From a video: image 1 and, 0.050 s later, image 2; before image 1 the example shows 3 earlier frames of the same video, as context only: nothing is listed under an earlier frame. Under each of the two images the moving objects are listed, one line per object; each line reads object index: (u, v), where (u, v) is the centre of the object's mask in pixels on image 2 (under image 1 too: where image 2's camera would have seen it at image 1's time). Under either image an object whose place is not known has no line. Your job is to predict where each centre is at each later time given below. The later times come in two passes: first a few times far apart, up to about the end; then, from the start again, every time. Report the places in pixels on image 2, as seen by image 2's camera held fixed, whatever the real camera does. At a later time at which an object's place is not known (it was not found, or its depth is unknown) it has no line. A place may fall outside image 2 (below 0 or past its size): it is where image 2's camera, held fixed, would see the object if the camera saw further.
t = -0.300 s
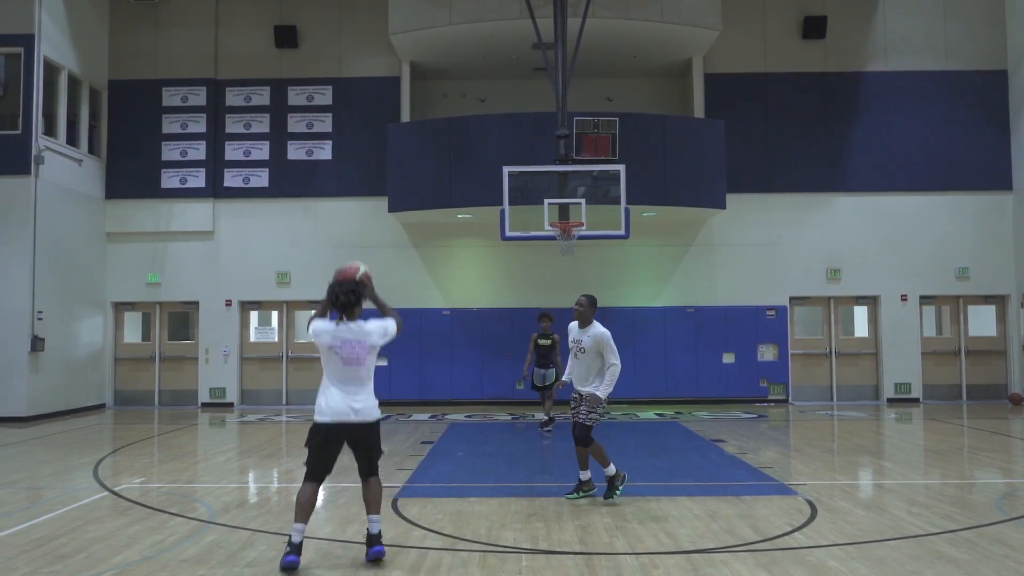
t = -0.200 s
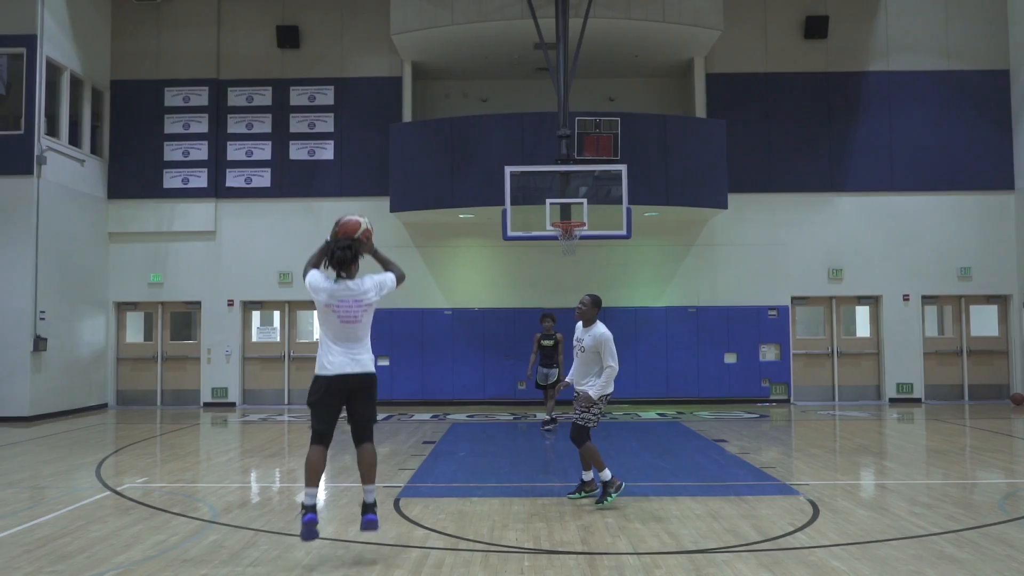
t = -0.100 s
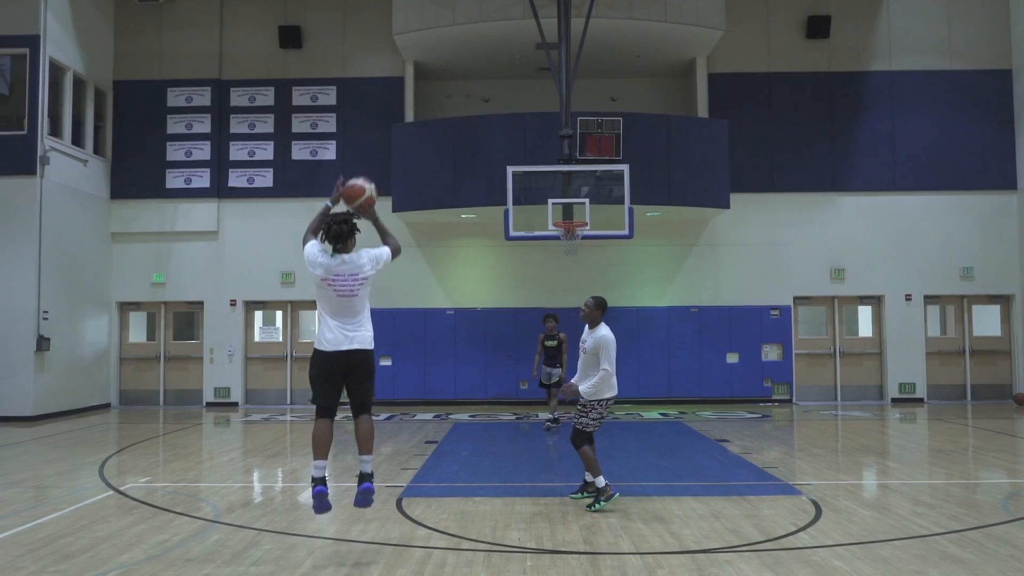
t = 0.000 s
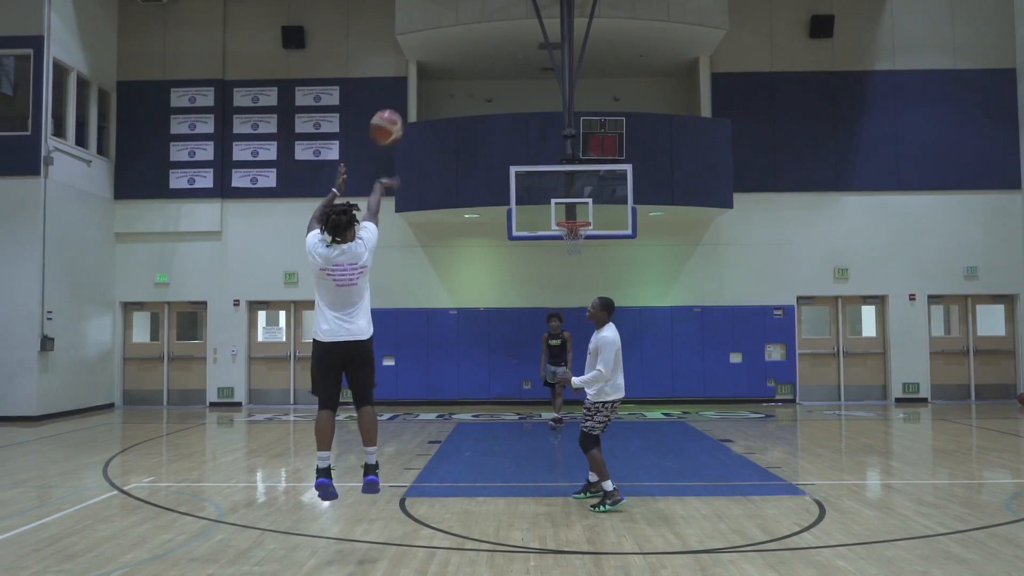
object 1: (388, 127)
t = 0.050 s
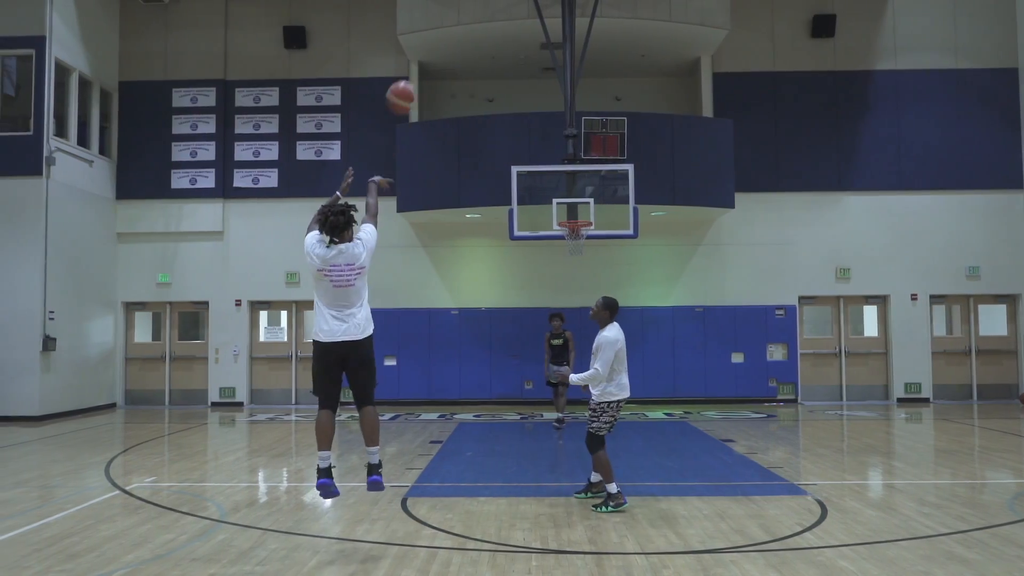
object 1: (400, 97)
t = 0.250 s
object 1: (450, 25)
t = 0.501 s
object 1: (492, 10)
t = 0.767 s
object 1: (526, 50)
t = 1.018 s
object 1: (551, 125)
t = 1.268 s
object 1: (571, 226)
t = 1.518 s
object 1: (587, 273)
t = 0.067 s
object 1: (406, 89)
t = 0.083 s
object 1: (411, 80)
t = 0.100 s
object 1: (416, 72)
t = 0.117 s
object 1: (420, 65)
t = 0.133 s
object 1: (424, 59)
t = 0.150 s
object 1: (428, 53)
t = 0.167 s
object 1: (432, 47)
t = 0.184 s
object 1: (436, 42)
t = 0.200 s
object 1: (440, 37)
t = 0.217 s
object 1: (443, 33)
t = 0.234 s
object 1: (446, 29)
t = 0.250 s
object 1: (450, 25)
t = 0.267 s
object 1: (454, 22)
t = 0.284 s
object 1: (457, 19)
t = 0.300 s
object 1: (460, 16)
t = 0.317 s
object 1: (463, 14)
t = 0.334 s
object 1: (467, 13)
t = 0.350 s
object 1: (469, 12)
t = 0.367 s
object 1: (471, 11)
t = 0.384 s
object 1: (474, 10)
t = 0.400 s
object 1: (476, 10)
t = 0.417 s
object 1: (479, 10)
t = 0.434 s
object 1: (482, 10)
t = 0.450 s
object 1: (485, 10)
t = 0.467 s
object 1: (487, 10)
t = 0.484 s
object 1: (490, 10)
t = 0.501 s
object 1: (492, 10)
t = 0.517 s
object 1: (494, 11)
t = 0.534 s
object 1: (497, 12)
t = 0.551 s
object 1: (499, 13)
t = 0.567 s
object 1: (501, 15)
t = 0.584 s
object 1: (503, 17)
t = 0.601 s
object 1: (505, 19)
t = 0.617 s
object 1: (508, 21)
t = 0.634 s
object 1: (510, 24)
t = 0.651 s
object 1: (513, 26)
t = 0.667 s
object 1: (515, 30)
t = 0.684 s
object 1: (517, 33)
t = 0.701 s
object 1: (518, 36)
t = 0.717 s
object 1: (521, 39)
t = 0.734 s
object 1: (522, 42)
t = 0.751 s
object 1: (525, 46)
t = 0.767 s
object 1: (526, 50)
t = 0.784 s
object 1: (527, 54)
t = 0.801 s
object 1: (529, 58)
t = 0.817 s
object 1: (532, 63)
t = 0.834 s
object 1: (534, 67)
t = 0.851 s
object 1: (535, 72)
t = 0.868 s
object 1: (537, 77)
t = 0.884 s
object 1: (539, 81)
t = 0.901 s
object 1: (540, 86)
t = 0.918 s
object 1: (542, 92)
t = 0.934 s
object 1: (544, 96)
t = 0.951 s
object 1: (544, 102)
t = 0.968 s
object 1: (546, 108)
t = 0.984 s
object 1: (548, 114)
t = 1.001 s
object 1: (549, 120)
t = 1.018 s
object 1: (551, 125)
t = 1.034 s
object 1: (552, 131)
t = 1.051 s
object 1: (554, 137)
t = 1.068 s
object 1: (555, 144)
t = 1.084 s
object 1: (556, 150)
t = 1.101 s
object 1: (558, 156)
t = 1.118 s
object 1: (559, 162)
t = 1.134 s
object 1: (561, 169)
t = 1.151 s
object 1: (562, 177)
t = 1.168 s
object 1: (564, 183)
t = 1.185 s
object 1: (565, 189)
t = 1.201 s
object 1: (566, 196)
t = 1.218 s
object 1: (567, 204)
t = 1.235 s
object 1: (568, 210)
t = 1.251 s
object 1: (570, 216)
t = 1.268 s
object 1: (571, 226)
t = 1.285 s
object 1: (573, 233)
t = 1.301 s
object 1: (572, 238)
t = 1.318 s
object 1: (573, 240)
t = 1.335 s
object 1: (574, 243)
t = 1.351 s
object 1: (575, 245)
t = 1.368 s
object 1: (577, 246)
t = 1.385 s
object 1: (578, 250)
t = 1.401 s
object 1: (580, 252)
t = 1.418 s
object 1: (581, 254)
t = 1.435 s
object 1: (582, 257)
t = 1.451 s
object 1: (583, 260)
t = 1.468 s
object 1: (584, 262)
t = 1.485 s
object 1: (585, 266)
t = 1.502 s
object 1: (587, 269)
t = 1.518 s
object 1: (587, 273)
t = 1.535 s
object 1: (589, 277)
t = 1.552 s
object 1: (591, 281)
